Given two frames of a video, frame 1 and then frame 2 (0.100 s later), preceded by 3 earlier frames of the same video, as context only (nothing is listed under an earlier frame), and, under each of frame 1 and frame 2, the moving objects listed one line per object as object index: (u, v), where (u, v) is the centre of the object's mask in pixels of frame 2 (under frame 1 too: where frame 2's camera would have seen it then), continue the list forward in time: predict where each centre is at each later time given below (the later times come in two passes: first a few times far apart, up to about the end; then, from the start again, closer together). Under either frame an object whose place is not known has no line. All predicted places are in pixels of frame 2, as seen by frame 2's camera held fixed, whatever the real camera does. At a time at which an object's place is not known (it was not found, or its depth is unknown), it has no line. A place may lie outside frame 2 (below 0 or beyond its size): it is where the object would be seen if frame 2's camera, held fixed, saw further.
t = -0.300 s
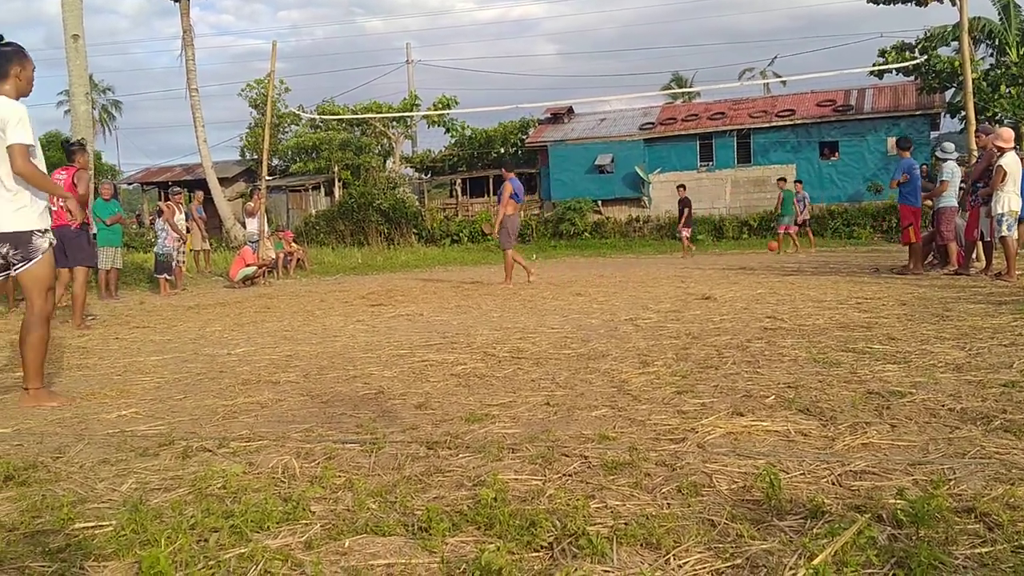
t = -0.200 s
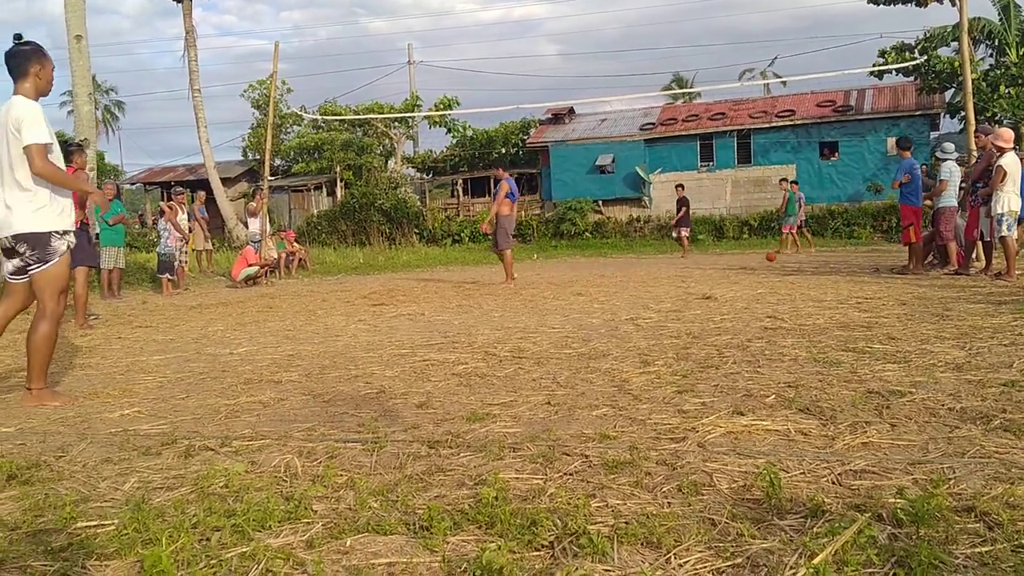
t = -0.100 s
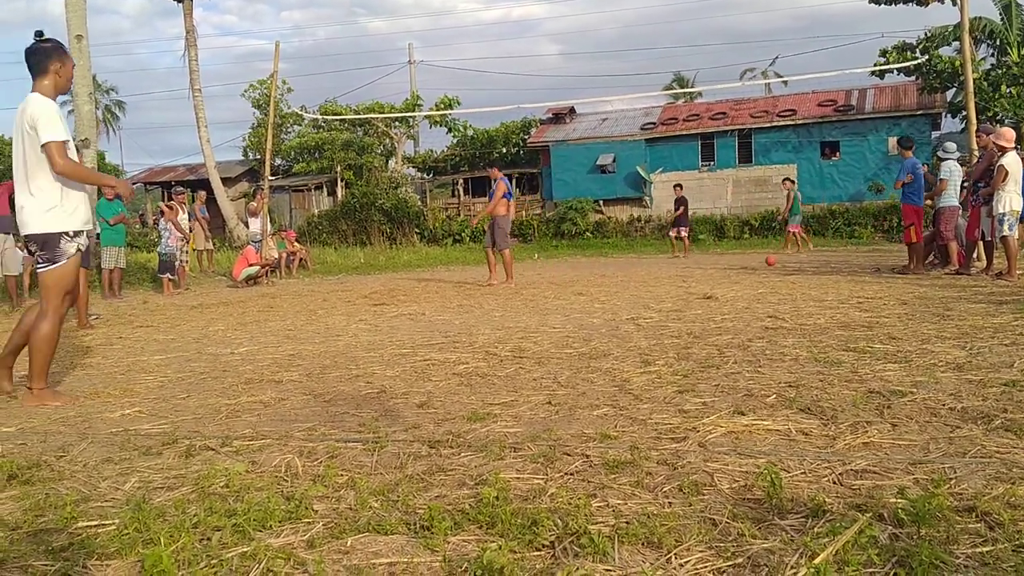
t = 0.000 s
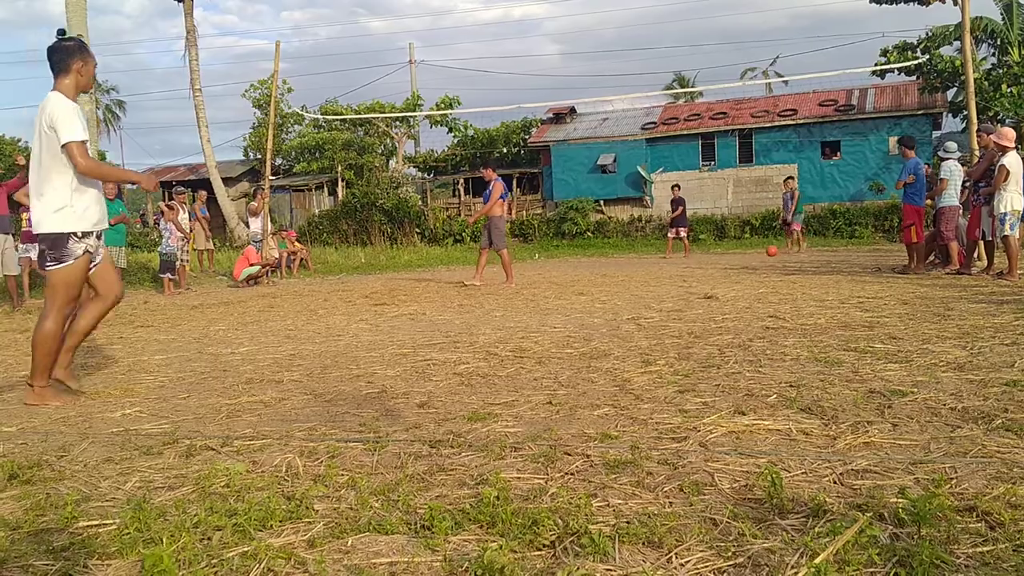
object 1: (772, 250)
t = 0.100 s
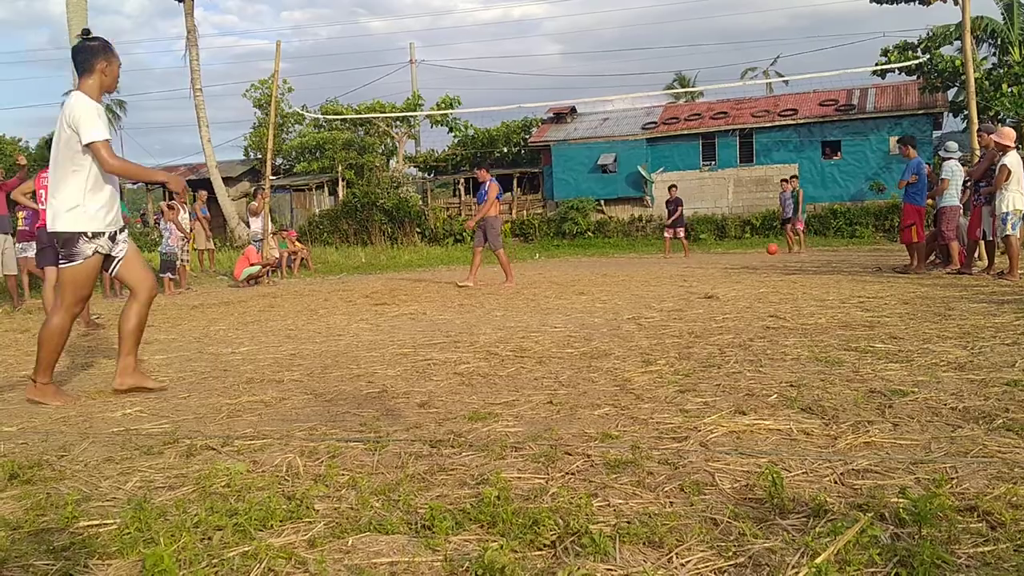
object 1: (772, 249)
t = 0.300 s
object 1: (772, 270)
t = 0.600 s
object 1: (773, 265)
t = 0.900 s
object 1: (766, 253)
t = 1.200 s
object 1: (751, 296)
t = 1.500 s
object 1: (731, 313)
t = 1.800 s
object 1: (712, 322)
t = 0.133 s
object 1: (772, 250)
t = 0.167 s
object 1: (772, 252)
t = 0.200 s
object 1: (772, 255)
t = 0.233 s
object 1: (772, 258)
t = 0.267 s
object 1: (772, 263)
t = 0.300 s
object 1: (772, 270)
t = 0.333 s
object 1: (772, 270)
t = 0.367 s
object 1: (772, 266)
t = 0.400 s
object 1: (772, 263)
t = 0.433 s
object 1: (772, 260)
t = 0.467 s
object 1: (772, 259)
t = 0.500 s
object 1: (772, 259)
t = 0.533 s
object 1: (773, 260)
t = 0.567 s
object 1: (773, 261)
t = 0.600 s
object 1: (773, 265)
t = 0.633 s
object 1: (774, 270)
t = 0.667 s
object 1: (774, 275)
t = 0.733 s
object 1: (772, 274)
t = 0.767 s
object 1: (771, 268)
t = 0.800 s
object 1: (770, 261)
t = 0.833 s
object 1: (769, 258)
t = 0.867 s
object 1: (767, 255)
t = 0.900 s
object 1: (766, 253)
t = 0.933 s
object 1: (764, 252)
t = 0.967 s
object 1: (763, 253)
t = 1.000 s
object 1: (761, 254)
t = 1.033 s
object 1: (760, 257)
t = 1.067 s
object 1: (758, 261)
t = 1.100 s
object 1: (756, 268)
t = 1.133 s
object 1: (755, 275)
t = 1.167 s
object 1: (753, 285)
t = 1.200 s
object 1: (751, 296)
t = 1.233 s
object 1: (749, 297)
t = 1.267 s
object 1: (747, 296)
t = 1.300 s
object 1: (745, 296)
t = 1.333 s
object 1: (742, 298)
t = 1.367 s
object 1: (739, 301)
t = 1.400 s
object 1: (737, 306)
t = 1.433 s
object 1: (735, 307)
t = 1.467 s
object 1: (734, 308)
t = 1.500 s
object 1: (731, 313)
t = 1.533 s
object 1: (730, 311)
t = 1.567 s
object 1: (728, 309)
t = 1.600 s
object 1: (725, 310)
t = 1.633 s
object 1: (724, 313)
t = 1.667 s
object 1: (721, 316)
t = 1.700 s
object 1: (719, 324)
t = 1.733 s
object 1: (718, 327)
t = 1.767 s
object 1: (715, 323)
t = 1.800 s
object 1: (712, 322)
